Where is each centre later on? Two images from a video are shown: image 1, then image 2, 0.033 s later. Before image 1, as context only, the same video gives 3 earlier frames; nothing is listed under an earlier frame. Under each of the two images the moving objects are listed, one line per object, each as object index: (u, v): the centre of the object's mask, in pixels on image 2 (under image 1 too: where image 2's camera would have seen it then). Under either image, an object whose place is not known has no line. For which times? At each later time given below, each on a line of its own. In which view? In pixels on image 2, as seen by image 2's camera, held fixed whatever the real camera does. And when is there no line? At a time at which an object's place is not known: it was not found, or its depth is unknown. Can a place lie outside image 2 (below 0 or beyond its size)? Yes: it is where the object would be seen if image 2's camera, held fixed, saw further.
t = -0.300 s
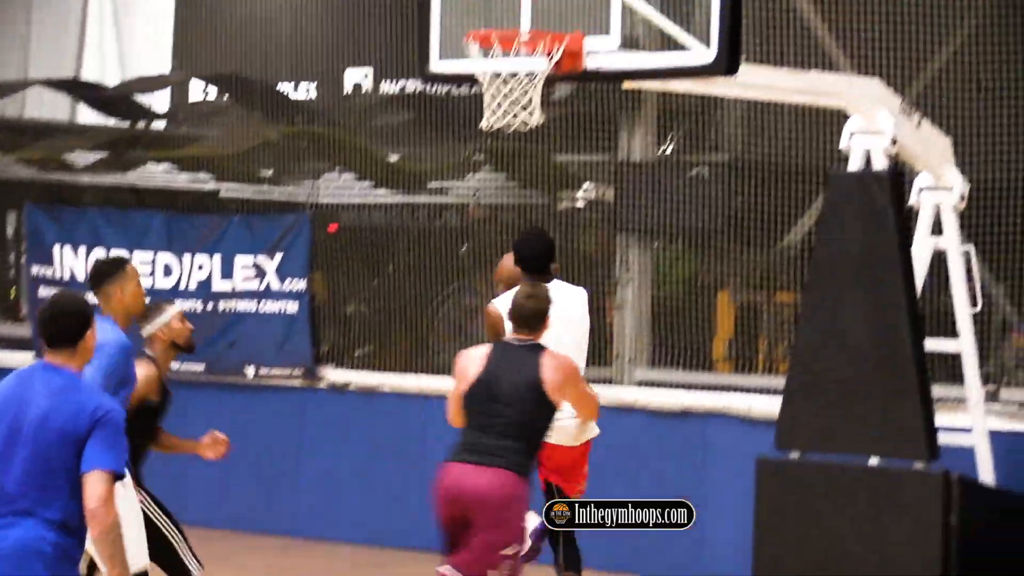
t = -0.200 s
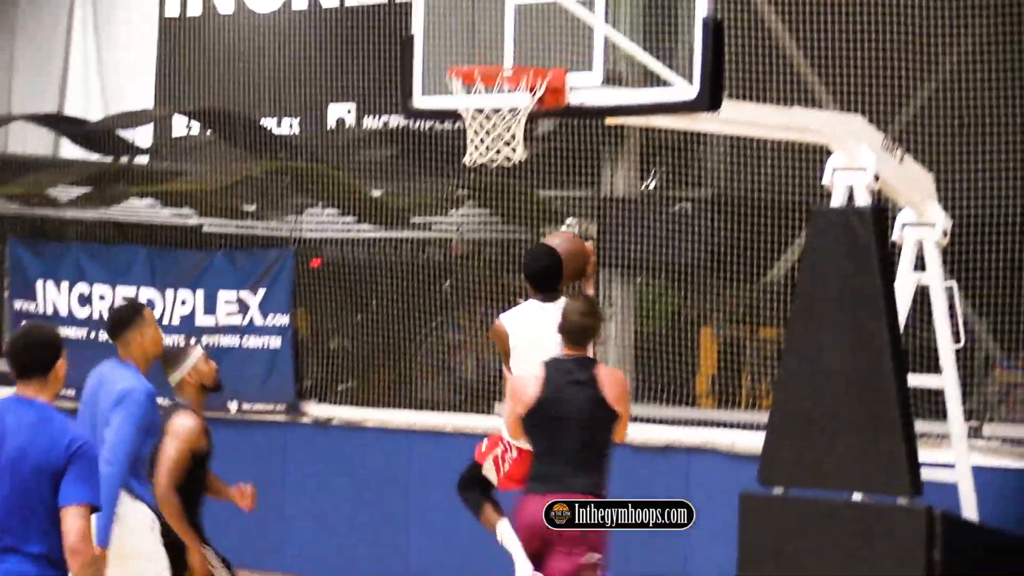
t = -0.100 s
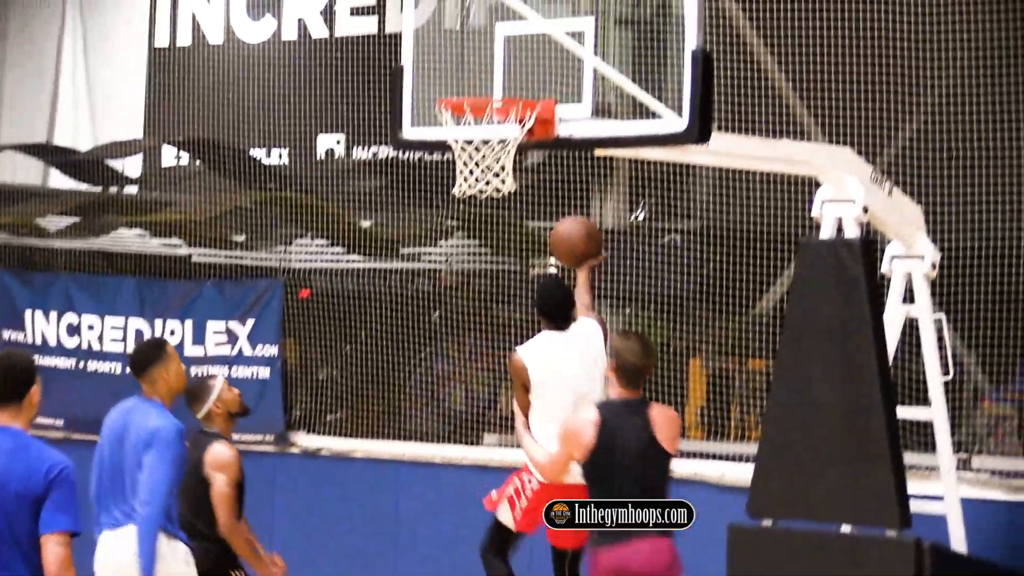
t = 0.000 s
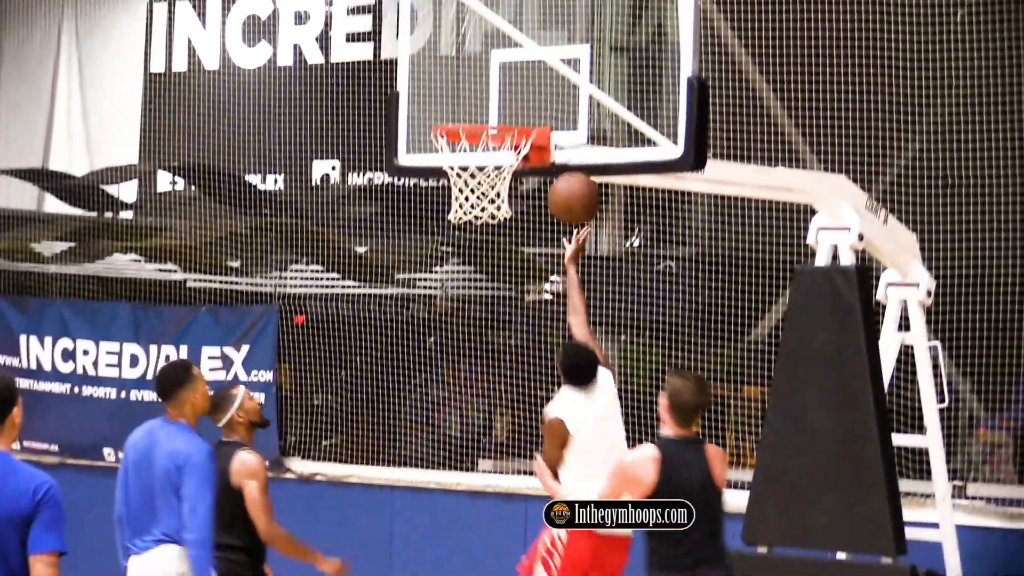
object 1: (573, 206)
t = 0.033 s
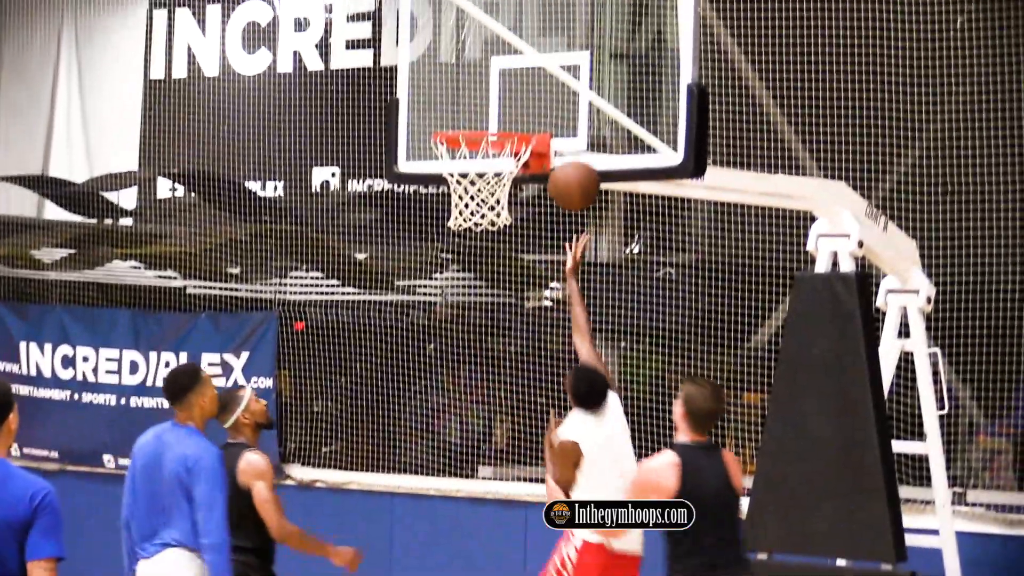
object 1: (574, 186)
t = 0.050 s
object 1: (573, 175)
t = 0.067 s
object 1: (574, 167)
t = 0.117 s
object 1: (574, 143)
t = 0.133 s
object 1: (573, 136)
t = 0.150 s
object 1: (573, 131)
